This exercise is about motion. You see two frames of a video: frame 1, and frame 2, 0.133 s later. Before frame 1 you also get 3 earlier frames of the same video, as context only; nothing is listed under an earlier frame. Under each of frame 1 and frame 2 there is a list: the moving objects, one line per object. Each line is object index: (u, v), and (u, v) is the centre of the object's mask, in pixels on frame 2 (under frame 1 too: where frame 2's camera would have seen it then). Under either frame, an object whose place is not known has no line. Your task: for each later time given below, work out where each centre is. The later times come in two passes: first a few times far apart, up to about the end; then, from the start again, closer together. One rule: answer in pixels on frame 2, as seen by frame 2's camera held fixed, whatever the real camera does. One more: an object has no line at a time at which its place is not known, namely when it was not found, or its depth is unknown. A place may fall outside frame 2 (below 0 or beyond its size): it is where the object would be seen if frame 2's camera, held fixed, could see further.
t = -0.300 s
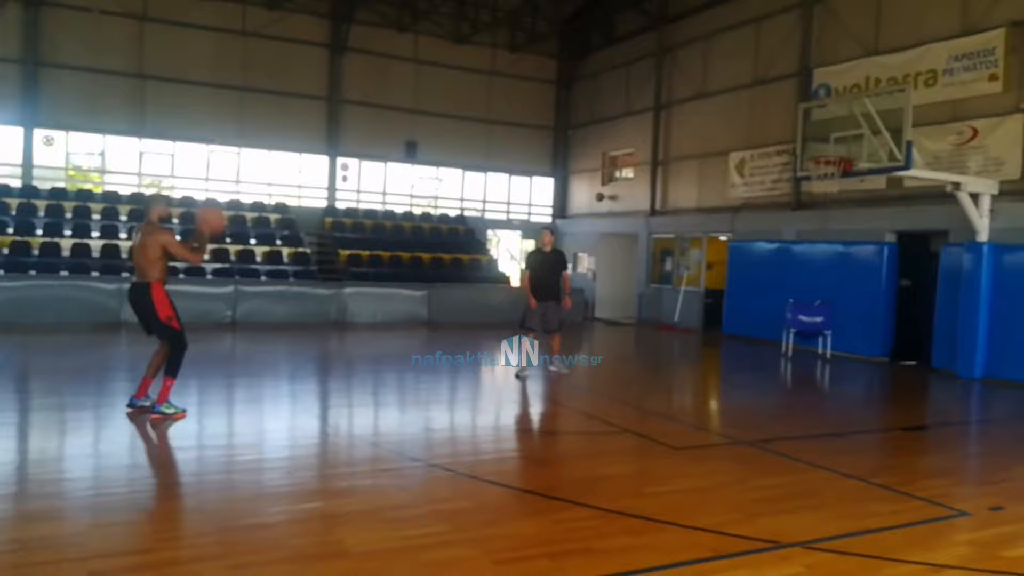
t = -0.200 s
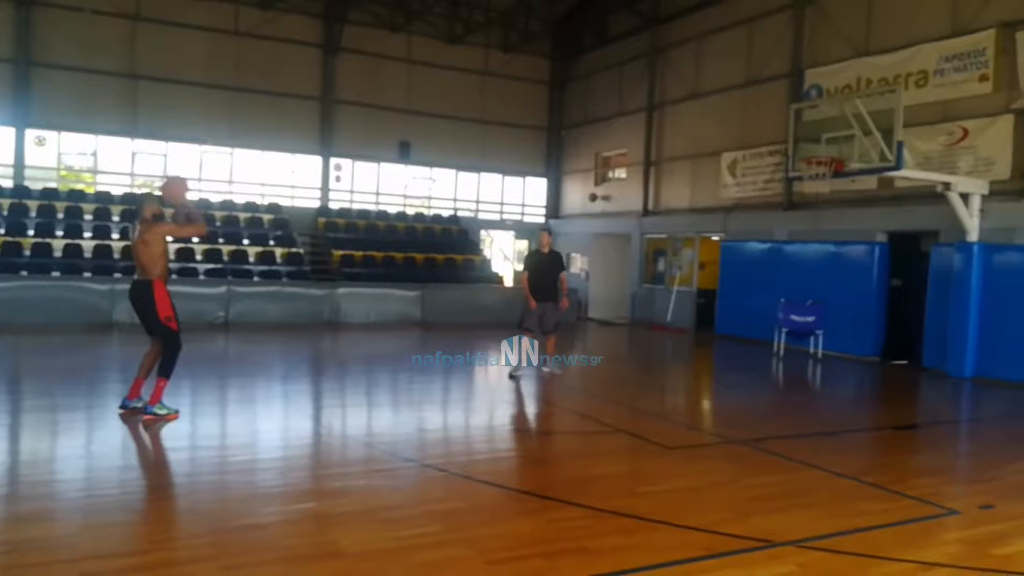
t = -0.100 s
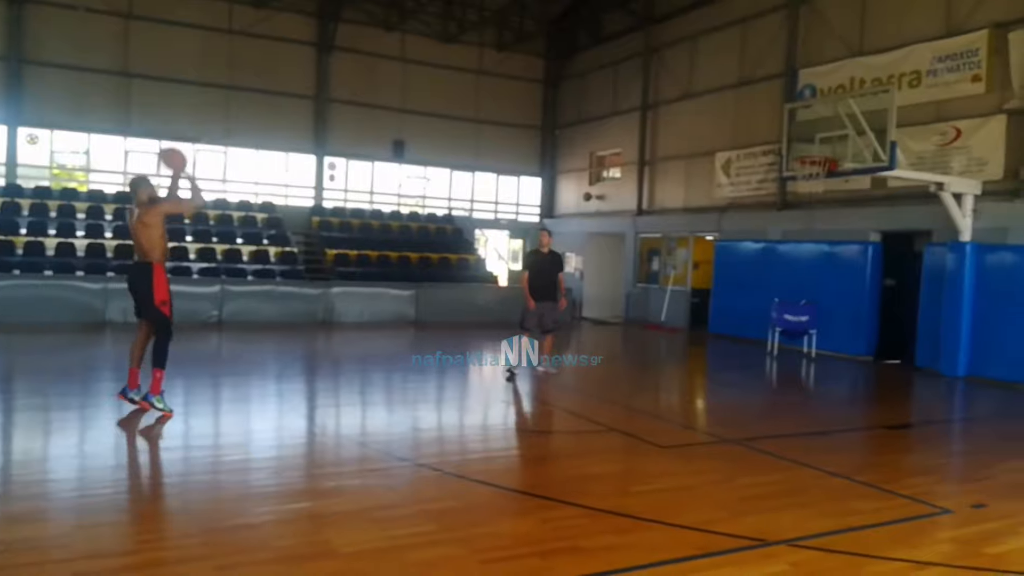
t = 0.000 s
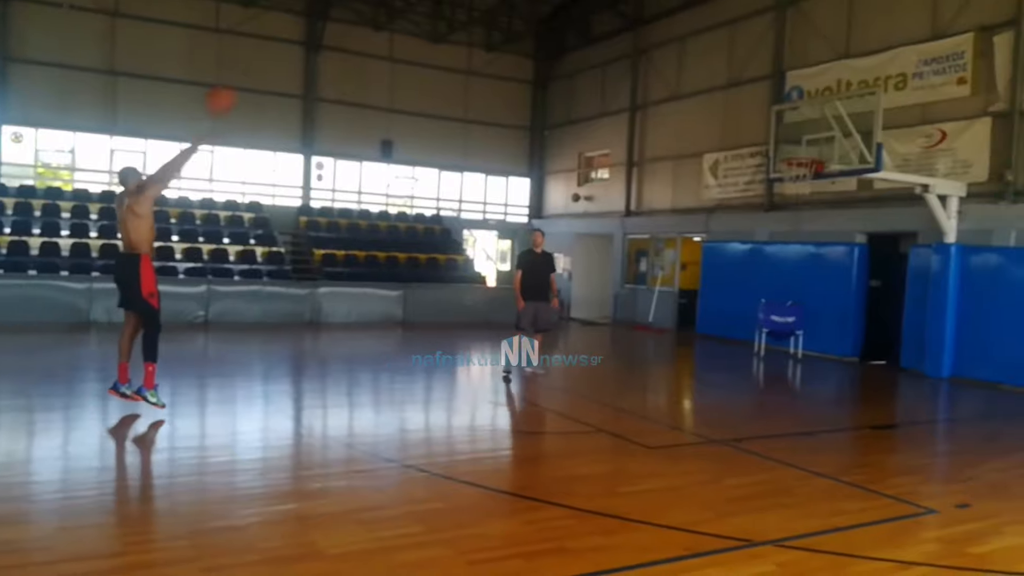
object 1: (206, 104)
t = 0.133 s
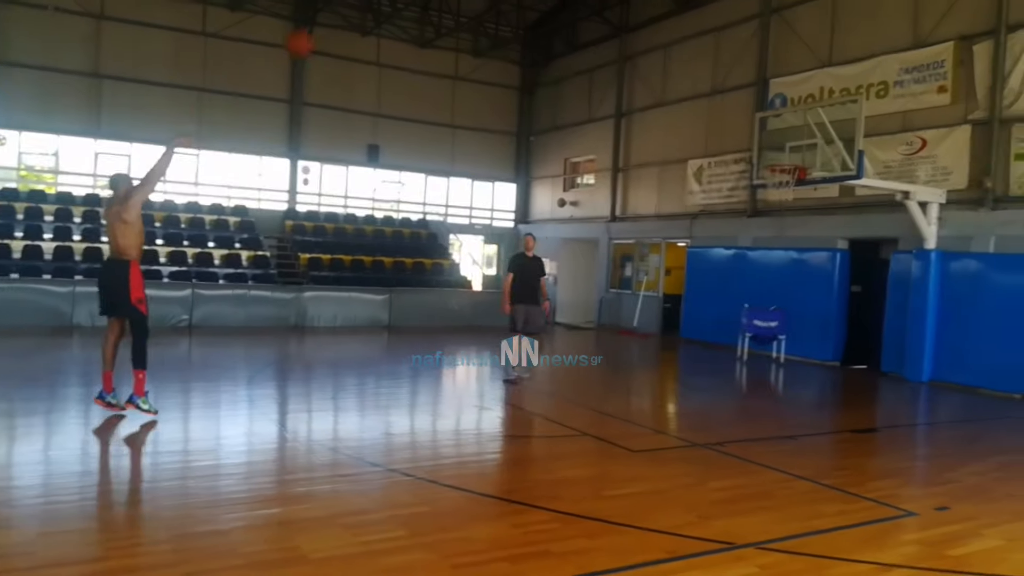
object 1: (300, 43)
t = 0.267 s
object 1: (383, 8)
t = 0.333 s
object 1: (422, 1)
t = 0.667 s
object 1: (596, 2)
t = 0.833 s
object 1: (659, 39)
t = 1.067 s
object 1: (732, 118)
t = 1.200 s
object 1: (762, 154)
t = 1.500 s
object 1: (755, 113)
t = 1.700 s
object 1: (728, 112)
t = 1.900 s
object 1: (701, 137)
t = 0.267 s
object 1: (383, 8)
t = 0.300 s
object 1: (402, 4)
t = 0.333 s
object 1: (422, 1)
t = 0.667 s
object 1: (596, 2)
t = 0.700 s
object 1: (610, 9)
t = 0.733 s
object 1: (623, 16)
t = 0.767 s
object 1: (635, 23)
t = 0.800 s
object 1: (648, 31)
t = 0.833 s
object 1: (659, 39)
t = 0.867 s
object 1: (670, 49)
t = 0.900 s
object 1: (681, 59)
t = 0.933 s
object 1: (692, 70)
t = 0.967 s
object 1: (703, 82)
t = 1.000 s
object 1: (713, 92)
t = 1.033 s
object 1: (723, 105)
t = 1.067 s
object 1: (732, 118)
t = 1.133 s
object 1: (752, 146)
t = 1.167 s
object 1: (760, 158)
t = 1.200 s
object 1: (762, 154)
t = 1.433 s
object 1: (764, 120)
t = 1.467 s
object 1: (760, 117)
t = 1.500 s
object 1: (755, 113)
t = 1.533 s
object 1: (750, 111)
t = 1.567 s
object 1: (746, 110)
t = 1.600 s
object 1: (742, 109)
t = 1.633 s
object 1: (737, 109)
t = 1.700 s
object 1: (728, 112)
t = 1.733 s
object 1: (724, 115)
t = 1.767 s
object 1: (719, 117)
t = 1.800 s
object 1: (715, 121)
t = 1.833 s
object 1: (710, 126)
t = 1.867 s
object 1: (706, 131)
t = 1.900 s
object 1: (701, 137)
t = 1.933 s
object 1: (696, 145)
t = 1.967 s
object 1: (692, 151)
